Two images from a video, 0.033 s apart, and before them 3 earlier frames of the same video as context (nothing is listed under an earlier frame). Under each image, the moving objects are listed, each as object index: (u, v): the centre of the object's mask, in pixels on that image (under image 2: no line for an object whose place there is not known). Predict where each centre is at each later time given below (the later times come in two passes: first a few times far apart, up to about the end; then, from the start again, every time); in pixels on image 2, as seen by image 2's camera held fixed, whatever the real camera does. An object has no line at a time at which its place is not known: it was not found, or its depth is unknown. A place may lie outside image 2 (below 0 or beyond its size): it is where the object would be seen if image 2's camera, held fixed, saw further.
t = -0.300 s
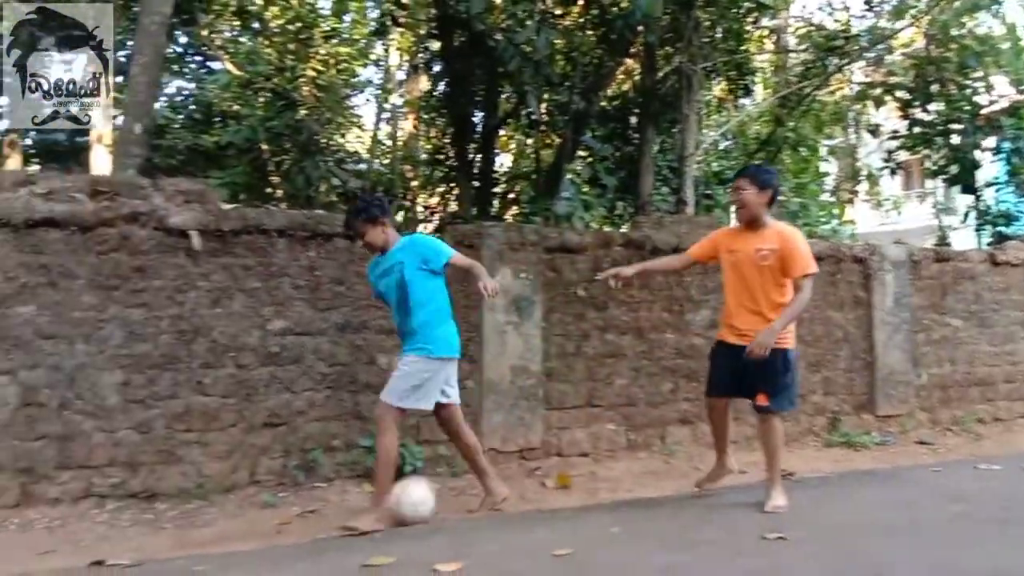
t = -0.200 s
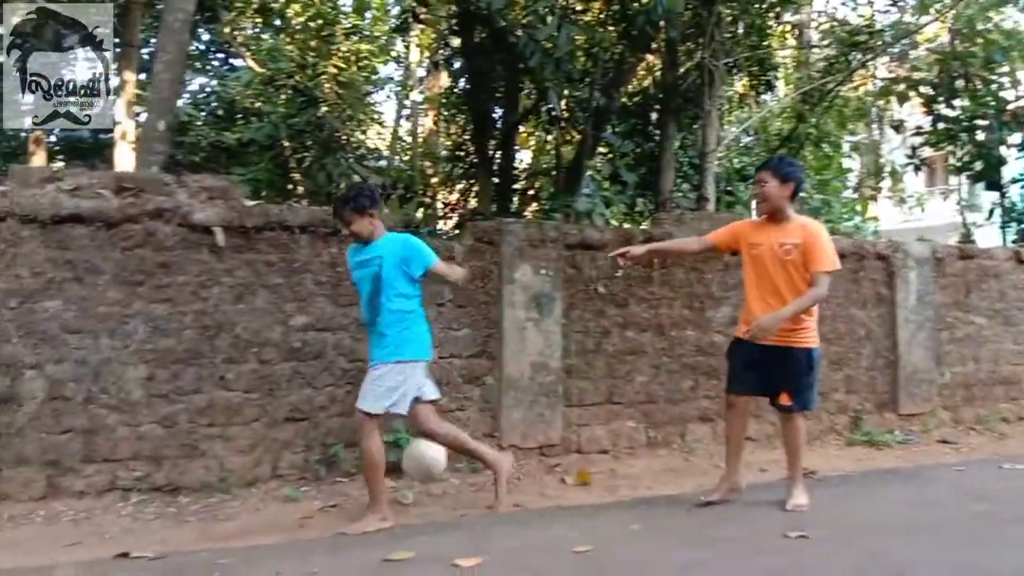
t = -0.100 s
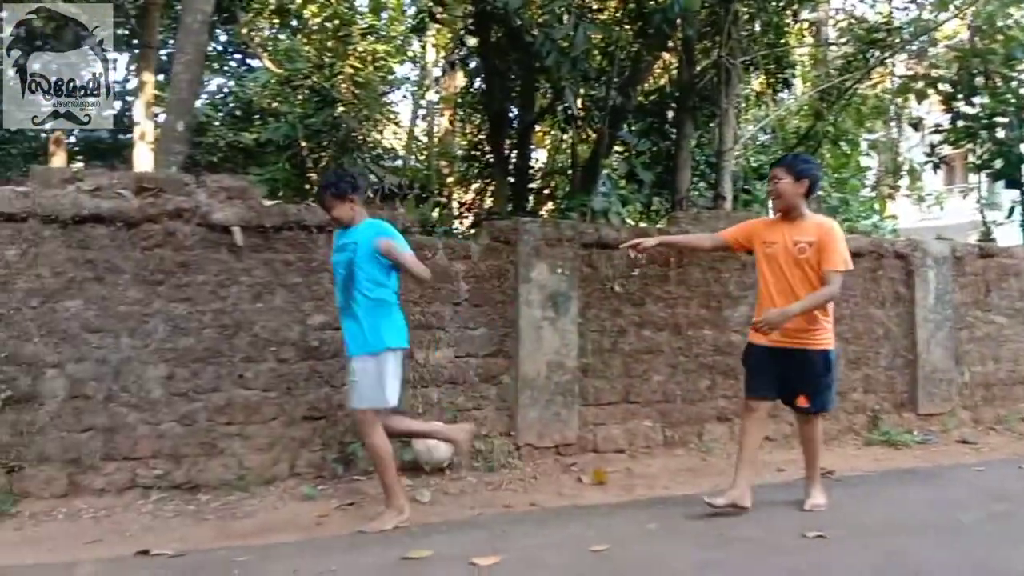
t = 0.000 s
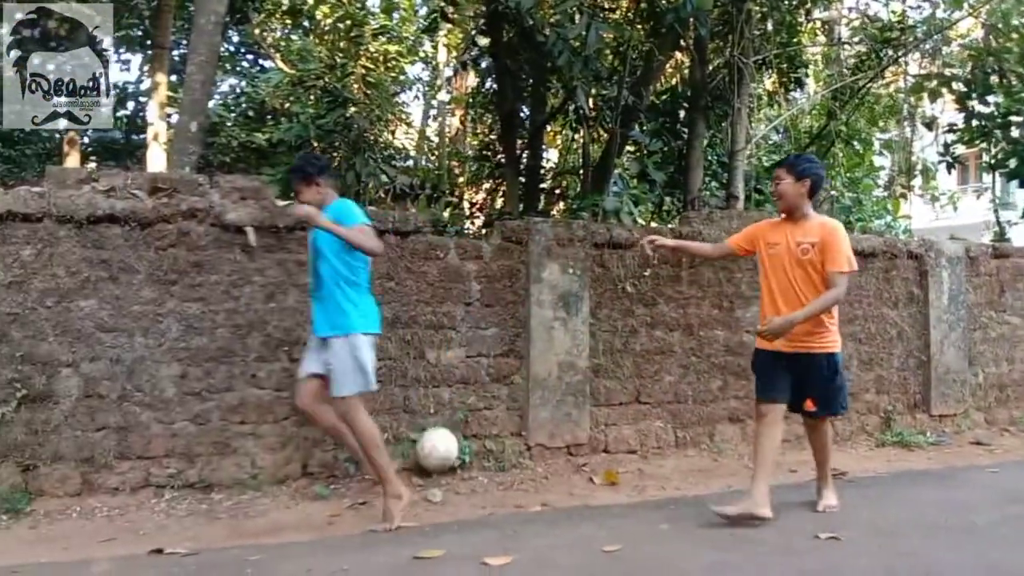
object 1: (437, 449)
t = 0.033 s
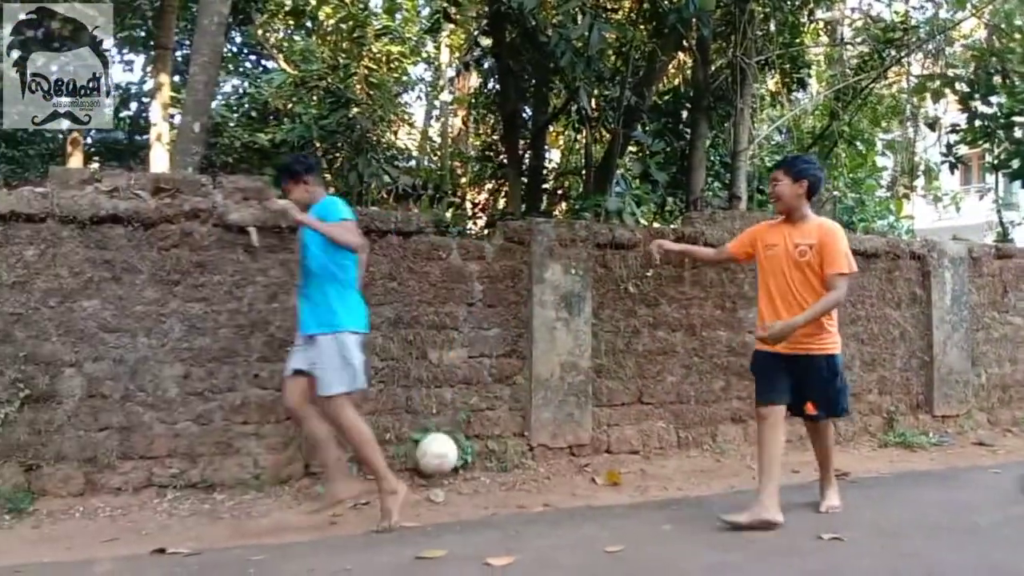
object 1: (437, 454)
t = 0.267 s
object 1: (437, 433)
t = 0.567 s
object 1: (448, 456)
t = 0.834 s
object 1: (455, 467)
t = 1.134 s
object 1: (448, 483)
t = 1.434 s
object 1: (446, 495)
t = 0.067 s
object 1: (434, 462)
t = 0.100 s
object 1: (432, 460)
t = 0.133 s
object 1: (432, 450)
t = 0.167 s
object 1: (433, 443)
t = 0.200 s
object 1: (434, 437)
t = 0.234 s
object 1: (436, 434)
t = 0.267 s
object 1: (437, 433)
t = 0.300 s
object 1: (437, 434)
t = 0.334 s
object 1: (439, 437)
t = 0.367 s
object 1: (440, 441)
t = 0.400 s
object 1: (441, 449)
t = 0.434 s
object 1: (441, 457)
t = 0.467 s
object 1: (444, 469)
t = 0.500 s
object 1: (445, 468)
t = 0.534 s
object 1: (446, 461)
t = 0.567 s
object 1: (448, 456)
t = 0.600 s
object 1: (450, 453)
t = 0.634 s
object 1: (451, 453)
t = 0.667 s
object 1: (452, 454)
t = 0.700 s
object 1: (454, 457)
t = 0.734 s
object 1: (456, 463)
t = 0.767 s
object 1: (457, 473)
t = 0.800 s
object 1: (457, 472)
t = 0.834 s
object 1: (455, 467)
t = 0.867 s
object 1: (454, 467)
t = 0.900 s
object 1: (452, 468)
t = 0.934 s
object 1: (450, 471)
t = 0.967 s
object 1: (448, 477)
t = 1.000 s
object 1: (448, 478)
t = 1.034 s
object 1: (448, 477)
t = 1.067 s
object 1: (448, 478)
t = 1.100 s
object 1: (448, 482)
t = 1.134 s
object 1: (448, 483)
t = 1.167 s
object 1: (447, 484)
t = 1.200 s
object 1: (447, 486)
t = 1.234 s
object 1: (447, 487)
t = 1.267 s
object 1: (446, 488)
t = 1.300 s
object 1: (446, 489)
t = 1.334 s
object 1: (446, 491)
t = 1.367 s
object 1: (446, 492)
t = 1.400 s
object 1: (446, 494)
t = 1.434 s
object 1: (446, 495)
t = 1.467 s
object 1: (446, 496)
